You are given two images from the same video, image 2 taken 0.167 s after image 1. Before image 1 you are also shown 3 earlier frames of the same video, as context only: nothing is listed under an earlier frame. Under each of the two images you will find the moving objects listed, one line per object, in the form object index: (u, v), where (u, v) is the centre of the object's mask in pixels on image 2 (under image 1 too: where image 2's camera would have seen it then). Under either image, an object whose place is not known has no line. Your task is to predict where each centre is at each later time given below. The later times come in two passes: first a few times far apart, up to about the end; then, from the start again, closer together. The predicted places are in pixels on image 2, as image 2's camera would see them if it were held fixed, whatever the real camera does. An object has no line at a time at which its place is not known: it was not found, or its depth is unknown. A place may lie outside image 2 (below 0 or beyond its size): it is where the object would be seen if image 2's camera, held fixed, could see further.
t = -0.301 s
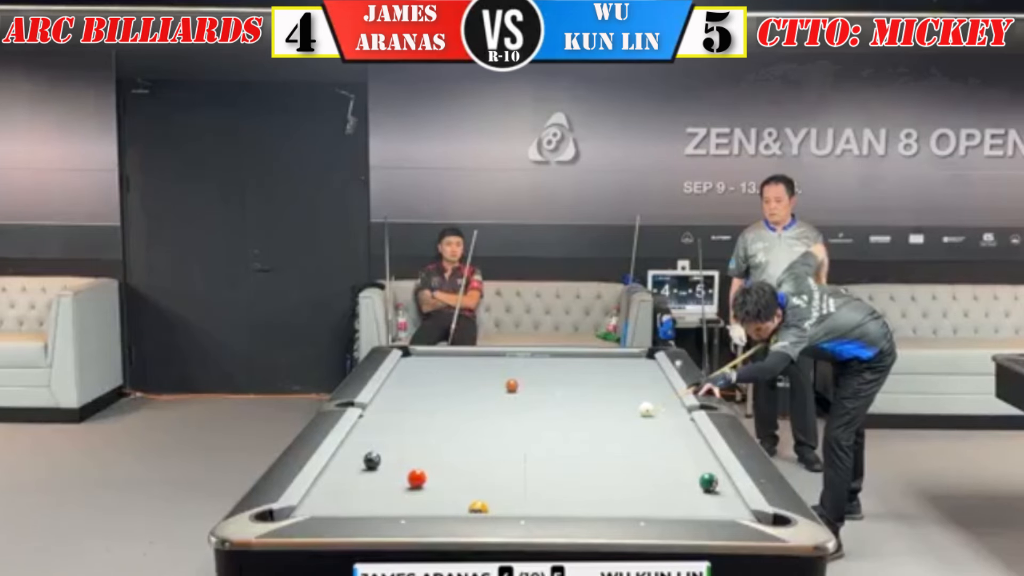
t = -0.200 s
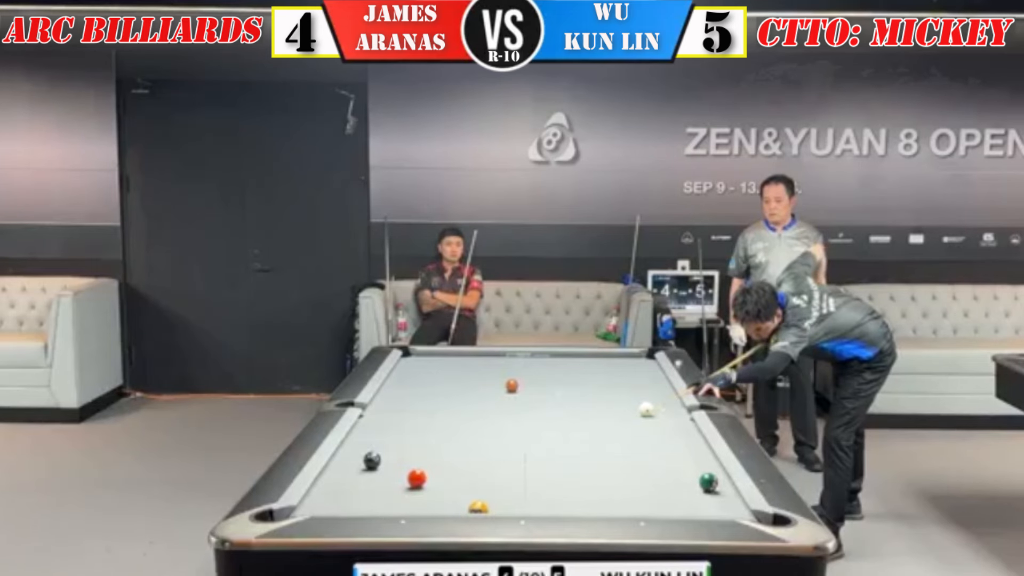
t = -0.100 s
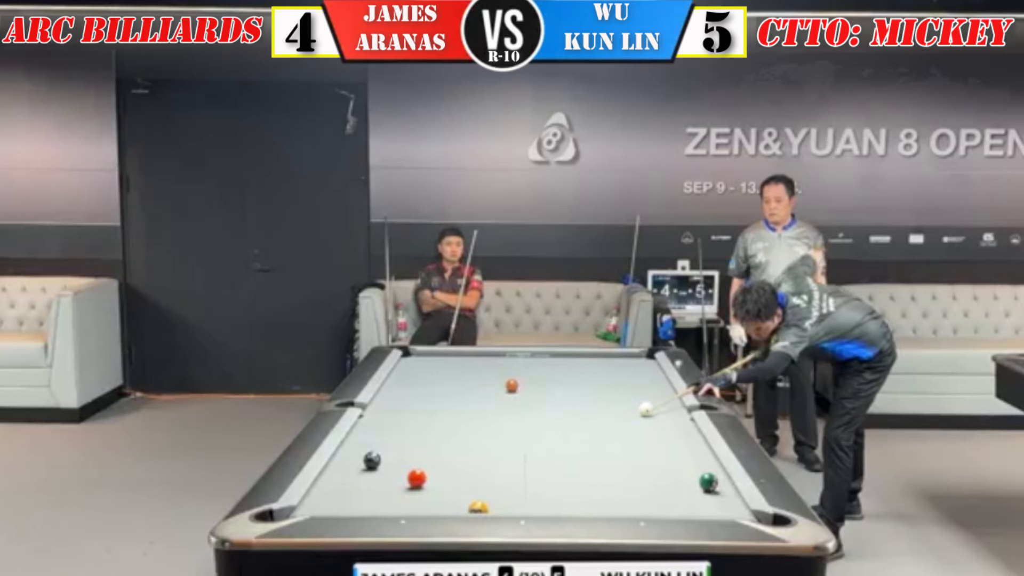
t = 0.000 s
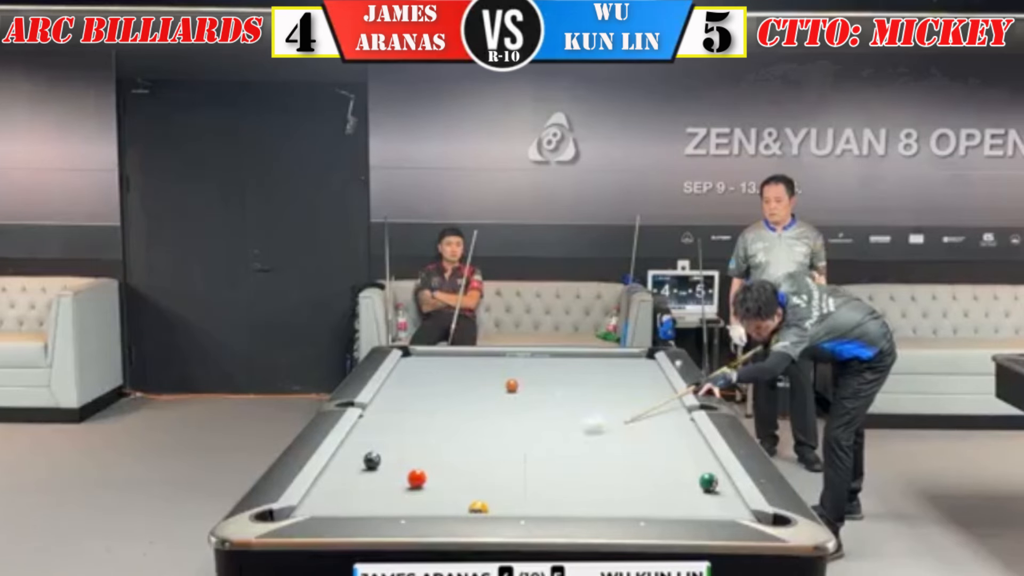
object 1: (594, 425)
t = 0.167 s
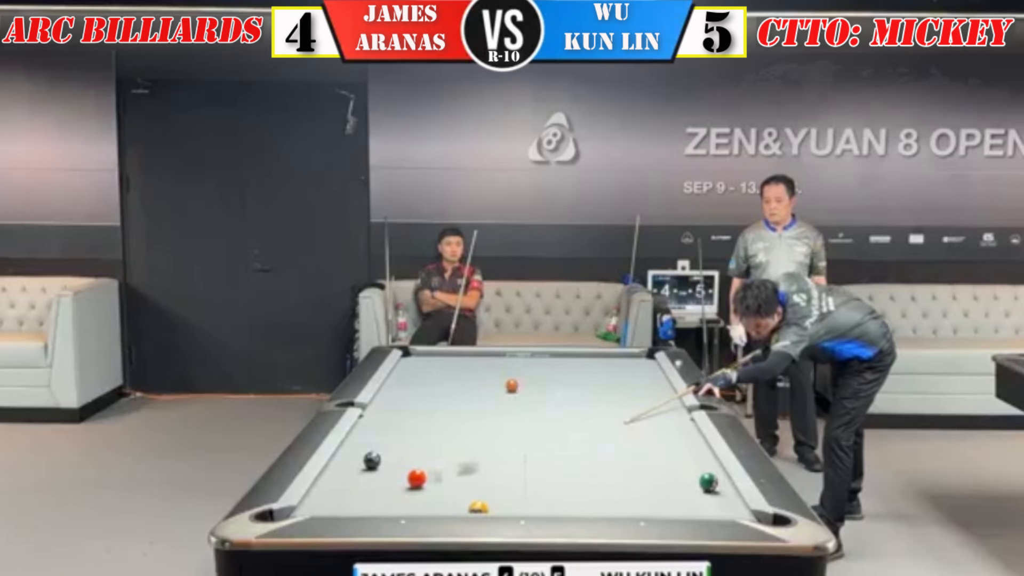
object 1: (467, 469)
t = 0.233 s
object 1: (428, 475)
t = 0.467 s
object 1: (431, 470)
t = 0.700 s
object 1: (444, 463)
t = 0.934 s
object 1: (454, 457)
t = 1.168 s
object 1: (464, 453)
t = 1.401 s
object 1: (472, 447)
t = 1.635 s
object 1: (481, 443)
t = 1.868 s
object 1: (487, 439)
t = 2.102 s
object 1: (494, 436)
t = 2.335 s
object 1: (500, 433)
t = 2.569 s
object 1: (505, 430)
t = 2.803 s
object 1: (509, 428)
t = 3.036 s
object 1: (513, 426)
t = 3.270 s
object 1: (516, 424)
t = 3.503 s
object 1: (519, 423)
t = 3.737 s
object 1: (521, 423)
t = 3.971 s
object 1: (523, 422)
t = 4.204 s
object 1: (523, 422)
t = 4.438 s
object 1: (523, 421)
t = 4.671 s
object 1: (523, 421)
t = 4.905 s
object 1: (523, 421)
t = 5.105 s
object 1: (523, 421)
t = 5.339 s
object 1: (523, 421)
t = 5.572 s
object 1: (523, 421)
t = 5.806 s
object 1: (523, 421)
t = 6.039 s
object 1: (523, 421)
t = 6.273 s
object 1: (523, 421)
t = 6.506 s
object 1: (523, 421)
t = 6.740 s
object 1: (523, 421)
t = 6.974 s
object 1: (523, 421)
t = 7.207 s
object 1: (523, 421)
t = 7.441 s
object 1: (523, 421)
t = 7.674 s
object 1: (523, 421)
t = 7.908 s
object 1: (523, 421)
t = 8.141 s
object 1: (523, 421)
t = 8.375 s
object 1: (523, 421)
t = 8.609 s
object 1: (523, 421)
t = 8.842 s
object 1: (523, 421)
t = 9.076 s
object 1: (523, 421)
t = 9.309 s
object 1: (523, 421)
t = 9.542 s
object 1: (523, 421)
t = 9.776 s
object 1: (523, 421)
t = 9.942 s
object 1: (523, 421)
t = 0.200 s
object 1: (442, 472)
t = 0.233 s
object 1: (428, 475)
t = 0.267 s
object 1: (426, 475)
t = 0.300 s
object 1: (426, 474)
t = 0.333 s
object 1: (426, 473)
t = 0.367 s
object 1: (426, 473)
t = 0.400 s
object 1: (428, 472)
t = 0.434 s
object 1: (430, 471)
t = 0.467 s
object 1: (431, 470)
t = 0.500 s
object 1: (433, 469)
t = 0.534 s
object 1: (435, 468)
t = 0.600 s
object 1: (438, 467)
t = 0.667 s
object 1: (442, 464)
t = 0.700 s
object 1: (444, 463)
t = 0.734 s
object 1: (445, 462)
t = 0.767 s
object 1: (447, 462)
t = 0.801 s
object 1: (448, 461)
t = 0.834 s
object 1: (450, 460)
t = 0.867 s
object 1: (451, 459)
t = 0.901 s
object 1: (452, 459)
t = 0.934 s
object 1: (454, 457)
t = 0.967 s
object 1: (456, 457)
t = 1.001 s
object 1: (457, 456)
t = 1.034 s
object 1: (459, 455)
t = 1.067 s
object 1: (460, 454)
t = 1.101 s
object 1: (461, 453)
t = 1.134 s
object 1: (462, 453)
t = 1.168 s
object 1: (464, 453)
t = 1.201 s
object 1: (465, 452)
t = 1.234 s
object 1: (466, 451)
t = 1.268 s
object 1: (467, 450)
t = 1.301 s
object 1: (468, 450)
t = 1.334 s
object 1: (470, 449)
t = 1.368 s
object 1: (471, 448)
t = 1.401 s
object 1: (472, 447)
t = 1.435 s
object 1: (473, 447)
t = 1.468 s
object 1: (475, 446)
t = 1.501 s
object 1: (475, 446)
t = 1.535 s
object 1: (477, 445)
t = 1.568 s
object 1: (478, 445)
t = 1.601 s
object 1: (479, 444)
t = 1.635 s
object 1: (481, 443)
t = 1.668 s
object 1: (481, 442)
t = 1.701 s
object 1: (483, 442)
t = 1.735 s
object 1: (483, 442)
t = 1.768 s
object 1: (484, 441)
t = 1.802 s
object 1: (486, 441)
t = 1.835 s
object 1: (487, 440)
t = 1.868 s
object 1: (487, 439)
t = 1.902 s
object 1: (488, 439)
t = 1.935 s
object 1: (489, 438)
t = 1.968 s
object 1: (490, 438)
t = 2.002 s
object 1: (491, 437)
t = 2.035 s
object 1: (492, 437)
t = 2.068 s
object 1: (493, 436)
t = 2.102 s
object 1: (494, 436)
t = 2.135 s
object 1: (495, 435)
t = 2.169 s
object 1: (496, 435)
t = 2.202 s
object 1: (496, 434)
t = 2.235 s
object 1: (497, 434)
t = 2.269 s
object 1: (498, 433)
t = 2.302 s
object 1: (499, 433)
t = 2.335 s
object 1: (500, 433)
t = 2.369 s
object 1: (501, 432)
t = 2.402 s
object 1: (502, 432)
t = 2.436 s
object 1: (502, 431)
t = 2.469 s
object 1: (503, 431)
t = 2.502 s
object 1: (503, 431)
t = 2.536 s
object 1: (504, 430)
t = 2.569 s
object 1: (505, 430)
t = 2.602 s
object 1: (506, 430)
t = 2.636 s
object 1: (507, 429)
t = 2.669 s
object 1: (507, 429)
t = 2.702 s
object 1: (508, 429)
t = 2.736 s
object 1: (508, 428)
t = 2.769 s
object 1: (509, 428)
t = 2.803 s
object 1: (509, 428)
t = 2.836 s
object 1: (510, 427)
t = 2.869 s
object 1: (511, 427)
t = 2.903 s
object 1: (511, 427)
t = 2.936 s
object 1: (512, 426)
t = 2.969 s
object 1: (512, 426)
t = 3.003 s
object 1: (513, 426)
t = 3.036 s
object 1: (513, 426)
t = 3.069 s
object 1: (514, 426)
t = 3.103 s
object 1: (514, 425)
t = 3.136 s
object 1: (515, 425)
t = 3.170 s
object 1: (516, 425)
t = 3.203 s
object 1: (516, 425)
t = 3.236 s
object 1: (516, 424)
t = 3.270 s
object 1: (516, 424)
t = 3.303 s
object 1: (517, 424)
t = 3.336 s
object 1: (518, 424)
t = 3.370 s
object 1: (518, 424)
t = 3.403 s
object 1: (519, 424)
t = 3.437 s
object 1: (519, 424)
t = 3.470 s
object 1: (519, 423)
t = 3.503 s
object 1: (519, 423)
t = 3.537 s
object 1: (520, 423)
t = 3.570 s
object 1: (520, 423)
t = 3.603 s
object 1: (521, 423)
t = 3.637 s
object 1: (521, 423)
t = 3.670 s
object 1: (521, 423)
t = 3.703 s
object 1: (521, 423)
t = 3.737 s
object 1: (521, 423)
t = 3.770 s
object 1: (522, 422)
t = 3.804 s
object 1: (522, 422)
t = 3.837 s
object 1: (522, 422)
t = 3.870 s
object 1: (522, 422)
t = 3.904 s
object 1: (522, 422)
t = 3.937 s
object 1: (522, 422)
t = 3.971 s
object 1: (523, 422)
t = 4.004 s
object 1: (522, 422)
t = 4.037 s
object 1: (523, 422)
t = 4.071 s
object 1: (523, 422)
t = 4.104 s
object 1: (523, 422)
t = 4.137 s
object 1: (523, 421)
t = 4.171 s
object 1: (523, 421)
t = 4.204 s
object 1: (523, 422)
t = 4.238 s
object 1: (523, 421)
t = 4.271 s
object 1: (523, 421)
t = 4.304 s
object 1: (523, 421)
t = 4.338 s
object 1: (523, 421)
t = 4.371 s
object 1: (523, 421)
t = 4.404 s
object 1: (523, 421)
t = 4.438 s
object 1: (523, 421)
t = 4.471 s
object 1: (523, 421)
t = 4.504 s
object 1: (523, 421)
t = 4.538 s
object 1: (523, 421)
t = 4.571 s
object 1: (523, 421)
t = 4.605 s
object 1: (523, 421)
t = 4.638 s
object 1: (523, 421)
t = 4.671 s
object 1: (523, 421)
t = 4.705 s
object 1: (523, 421)
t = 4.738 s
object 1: (523, 421)
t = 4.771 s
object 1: (523, 421)
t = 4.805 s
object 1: (523, 421)
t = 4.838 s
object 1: (523, 421)
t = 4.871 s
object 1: (523, 421)
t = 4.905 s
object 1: (523, 421)
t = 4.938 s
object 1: (523, 421)
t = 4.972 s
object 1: (523, 421)
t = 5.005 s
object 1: (523, 421)
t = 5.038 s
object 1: (523, 421)
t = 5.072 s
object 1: (523, 421)
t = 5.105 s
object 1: (523, 421)
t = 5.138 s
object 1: (523, 421)
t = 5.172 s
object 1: (523, 421)
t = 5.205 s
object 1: (523, 421)
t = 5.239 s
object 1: (523, 421)
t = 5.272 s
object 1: (523, 421)
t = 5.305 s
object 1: (523, 421)
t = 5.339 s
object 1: (523, 421)
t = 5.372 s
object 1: (523, 421)
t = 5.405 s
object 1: (523, 421)
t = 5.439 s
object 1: (523, 421)
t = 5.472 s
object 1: (523, 421)
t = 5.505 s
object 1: (523, 421)
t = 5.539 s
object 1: (523, 421)
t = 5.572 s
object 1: (523, 421)
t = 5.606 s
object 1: (523, 421)
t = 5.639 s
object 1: (523, 421)
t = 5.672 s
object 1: (523, 421)
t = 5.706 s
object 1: (523, 421)
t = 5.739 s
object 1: (523, 421)
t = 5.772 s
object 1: (523, 421)
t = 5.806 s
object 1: (523, 421)
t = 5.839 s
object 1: (523, 421)
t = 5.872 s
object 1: (523, 421)
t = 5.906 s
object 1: (523, 421)
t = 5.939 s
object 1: (523, 421)
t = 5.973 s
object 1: (523, 421)
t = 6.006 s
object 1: (523, 421)
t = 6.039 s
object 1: (523, 421)
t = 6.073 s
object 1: (523, 421)
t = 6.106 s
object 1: (523, 421)
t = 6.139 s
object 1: (523, 421)
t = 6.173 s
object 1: (523, 421)
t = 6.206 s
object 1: (523, 421)
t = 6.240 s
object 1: (523, 421)
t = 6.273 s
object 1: (523, 421)
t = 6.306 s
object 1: (523, 421)
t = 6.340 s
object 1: (523, 421)
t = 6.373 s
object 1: (523, 421)
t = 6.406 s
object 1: (523, 421)
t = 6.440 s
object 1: (523, 421)
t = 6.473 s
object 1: (523, 421)
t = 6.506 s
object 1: (523, 421)
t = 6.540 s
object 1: (523, 421)
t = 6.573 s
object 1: (523, 421)
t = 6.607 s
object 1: (523, 421)
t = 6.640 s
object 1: (523, 421)
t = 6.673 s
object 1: (523, 421)
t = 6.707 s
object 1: (523, 421)
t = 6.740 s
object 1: (523, 421)
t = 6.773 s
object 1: (523, 421)
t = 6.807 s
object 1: (523, 421)
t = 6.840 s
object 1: (523, 421)
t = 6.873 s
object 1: (523, 421)
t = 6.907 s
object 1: (523, 421)
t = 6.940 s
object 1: (523, 421)
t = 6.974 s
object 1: (523, 421)
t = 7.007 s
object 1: (523, 421)
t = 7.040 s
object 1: (523, 421)
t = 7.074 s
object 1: (523, 421)
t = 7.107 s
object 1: (523, 421)
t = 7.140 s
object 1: (523, 421)
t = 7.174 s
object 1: (523, 421)
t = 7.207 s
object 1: (523, 421)
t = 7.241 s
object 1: (523, 421)
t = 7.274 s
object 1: (523, 421)
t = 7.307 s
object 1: (523, 421)
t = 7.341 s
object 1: (523, 421)
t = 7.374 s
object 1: (523, 421)
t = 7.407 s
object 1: (523, 421)
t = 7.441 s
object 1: (523, 421)
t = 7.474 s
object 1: (523, 421)
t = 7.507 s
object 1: (523, 421)
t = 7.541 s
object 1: (523, 421)
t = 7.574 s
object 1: (523, 421)
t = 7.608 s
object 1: (523, 421)
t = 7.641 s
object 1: (523, 421)
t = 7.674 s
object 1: (523, 421)
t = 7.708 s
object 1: (523, 421)
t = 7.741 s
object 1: (523, 421)
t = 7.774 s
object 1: (523, 421)
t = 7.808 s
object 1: (523, 421)
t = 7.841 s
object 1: (523, 421)
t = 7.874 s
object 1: (523, 421)
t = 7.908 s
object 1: (523, 421)
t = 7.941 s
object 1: (523, 421)
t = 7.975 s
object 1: (523, 421)
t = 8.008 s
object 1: (523, 421)
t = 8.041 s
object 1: (523, 421)
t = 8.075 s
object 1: (523, 421)
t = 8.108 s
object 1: (523, 421)
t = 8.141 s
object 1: (523, 421)
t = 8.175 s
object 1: (523, 421)
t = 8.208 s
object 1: (523, 421)
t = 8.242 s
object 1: (523, 421)
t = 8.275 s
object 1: (523, 421)
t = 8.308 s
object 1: (523, 421)
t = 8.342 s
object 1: (523, 421)
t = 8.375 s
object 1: (523, 421)
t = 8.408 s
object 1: (523, 421)
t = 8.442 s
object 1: (523, 421)
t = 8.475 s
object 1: (523, 421)
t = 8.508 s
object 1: (523, 421)
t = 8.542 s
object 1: (523, 421)
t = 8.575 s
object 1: (523, 421)
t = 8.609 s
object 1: (523, 421)
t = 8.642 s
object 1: (523, 421)
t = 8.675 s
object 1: (523, 421)
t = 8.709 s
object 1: (523, 421)
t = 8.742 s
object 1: (523, 421)
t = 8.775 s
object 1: (523, 421)
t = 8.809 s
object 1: (523, 421)
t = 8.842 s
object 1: (523, 421)
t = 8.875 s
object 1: (523, 421)
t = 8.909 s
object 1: (523, 421)
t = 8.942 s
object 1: (523, 421)
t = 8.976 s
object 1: (523, 421)
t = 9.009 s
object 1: (523, 421)
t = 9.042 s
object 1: (523, 421)
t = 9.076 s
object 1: (523, 421)
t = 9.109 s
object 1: (523, 421)
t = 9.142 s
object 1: (523, 421)
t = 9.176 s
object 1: (523, 421)
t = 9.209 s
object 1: (523, 421)
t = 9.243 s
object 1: (523, 421)
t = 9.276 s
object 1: (523, 421)
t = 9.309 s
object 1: (523, 421)
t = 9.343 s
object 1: (523, 421)
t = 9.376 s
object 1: (523, 421)
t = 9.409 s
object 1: (523, 421)
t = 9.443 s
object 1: (523, 421)
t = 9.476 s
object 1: (523, 421)
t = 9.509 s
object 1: (523, 421)
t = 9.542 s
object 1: (523, 421)
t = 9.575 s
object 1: (523, 421)
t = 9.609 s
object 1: (523, 421)
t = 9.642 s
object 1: (523, 421)
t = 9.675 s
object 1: (523, 421)
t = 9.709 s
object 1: (523, 421)
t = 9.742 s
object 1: (523, 421)
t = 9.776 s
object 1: (523, 421)
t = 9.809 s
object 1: (523, 421)
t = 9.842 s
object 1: (523, 421)
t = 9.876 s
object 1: (523, 421)
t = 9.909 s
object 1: (523, 421)
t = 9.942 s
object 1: (523, 421)
